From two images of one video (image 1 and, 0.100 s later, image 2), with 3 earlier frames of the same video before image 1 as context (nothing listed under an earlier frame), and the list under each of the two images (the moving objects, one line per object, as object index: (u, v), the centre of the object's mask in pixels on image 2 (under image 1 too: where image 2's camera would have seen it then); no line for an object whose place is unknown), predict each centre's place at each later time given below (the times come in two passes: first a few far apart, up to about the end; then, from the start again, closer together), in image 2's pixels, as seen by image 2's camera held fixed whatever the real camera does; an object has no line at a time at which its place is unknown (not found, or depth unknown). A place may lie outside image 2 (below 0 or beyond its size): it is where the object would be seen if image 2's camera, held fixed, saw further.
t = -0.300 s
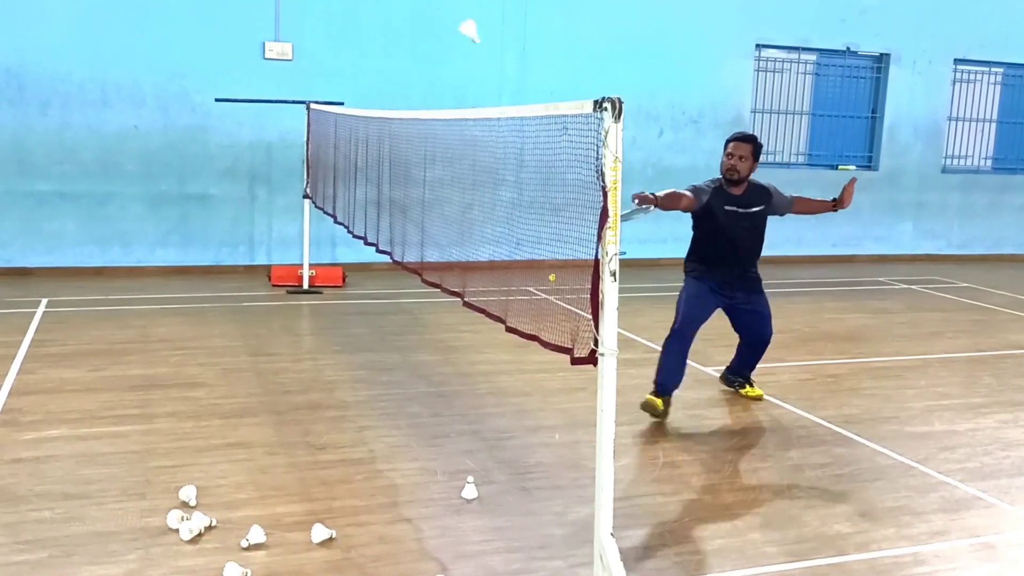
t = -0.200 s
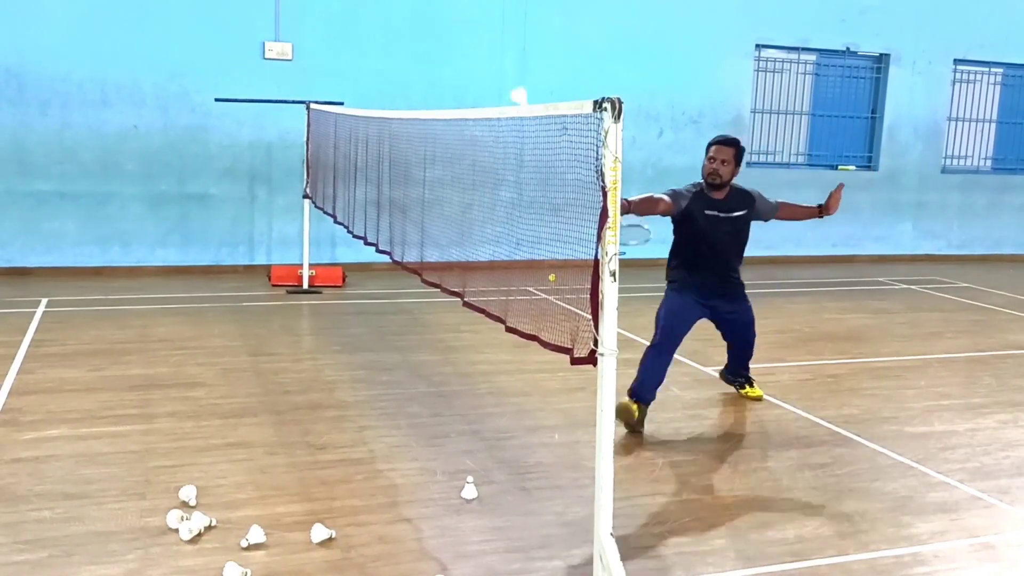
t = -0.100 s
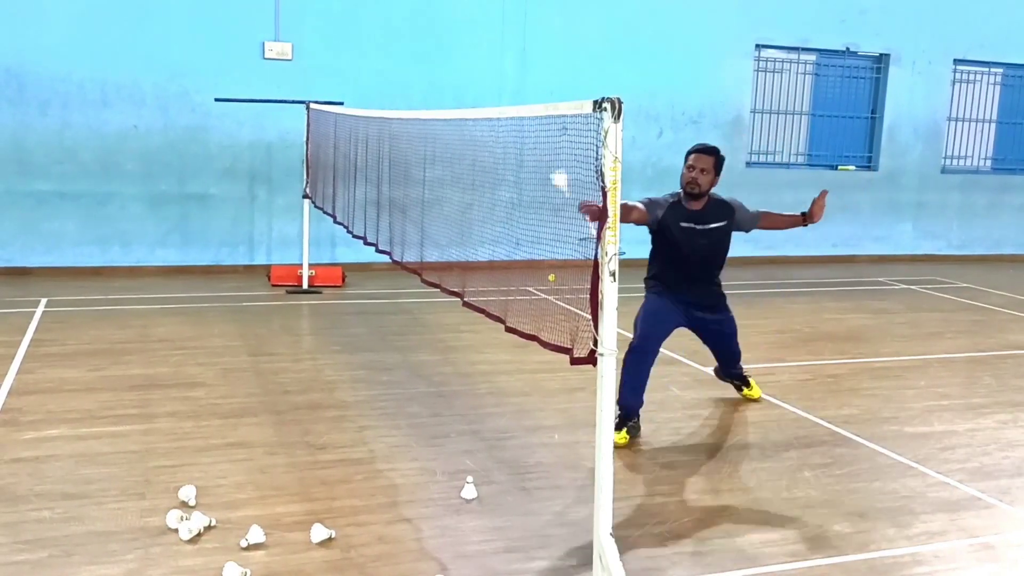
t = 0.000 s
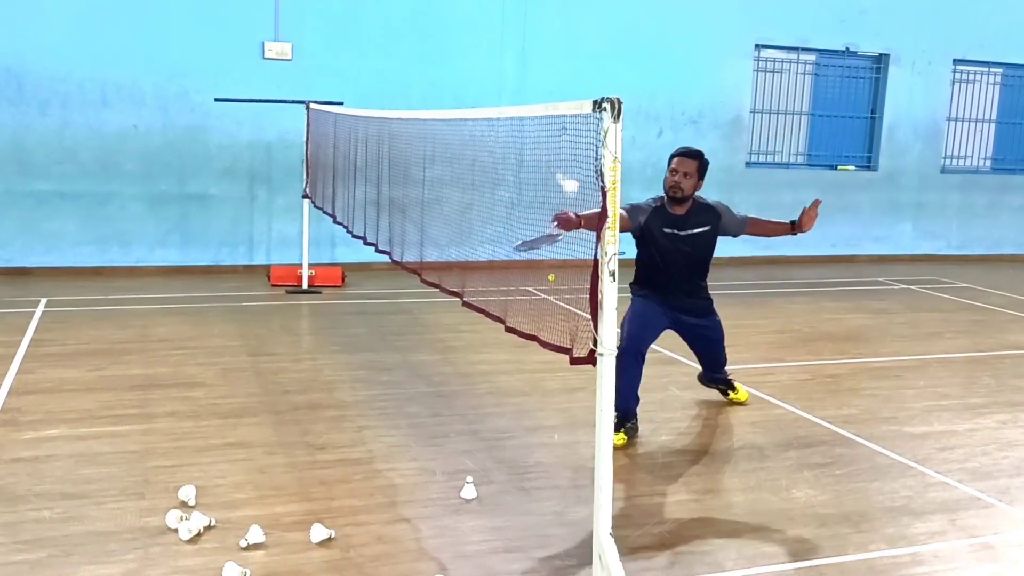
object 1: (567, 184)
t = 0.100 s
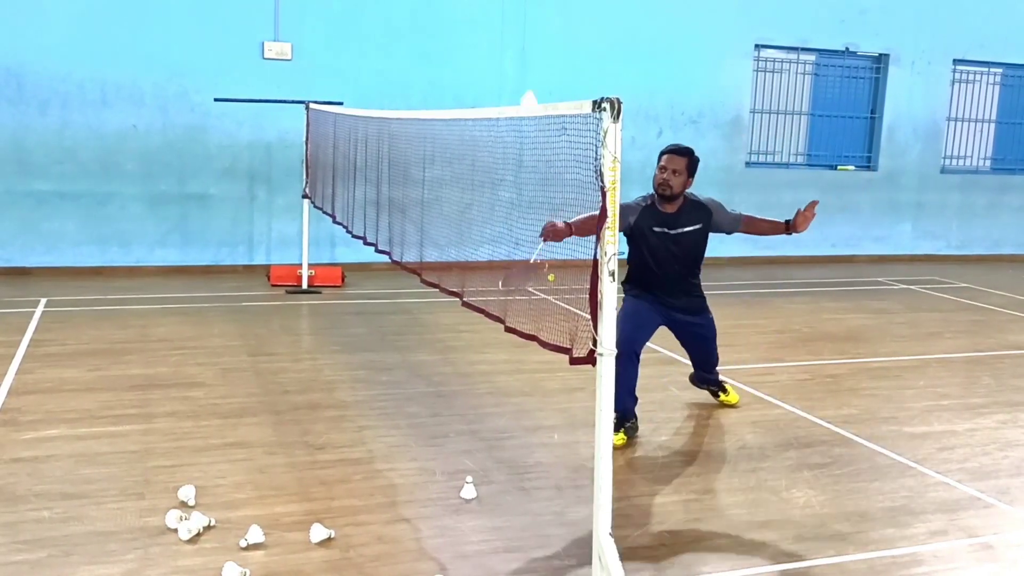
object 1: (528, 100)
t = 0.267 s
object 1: (496, 43)
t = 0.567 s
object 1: (410, 98)
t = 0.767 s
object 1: (347, 279)
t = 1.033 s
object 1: (271, 527)
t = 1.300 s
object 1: (256, 497)
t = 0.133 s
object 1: (525, 81)
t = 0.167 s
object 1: (520, 65)
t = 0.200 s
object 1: (515, 54)
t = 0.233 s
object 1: (507, 48)
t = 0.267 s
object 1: (496, 43)
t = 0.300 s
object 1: (484, 40)
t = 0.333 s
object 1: (472, 38)
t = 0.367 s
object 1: (461, 38)
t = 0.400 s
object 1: (450, 41)
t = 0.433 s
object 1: (440, 45)
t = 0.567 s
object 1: (410, 98)
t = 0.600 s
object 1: (403, 126)
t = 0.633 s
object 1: (393, 153)
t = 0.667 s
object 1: (383, 182)
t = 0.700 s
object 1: (371, 212)
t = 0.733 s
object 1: (359, 244)
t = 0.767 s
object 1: (347, 279)
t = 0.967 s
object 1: (283, 538)
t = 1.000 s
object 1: (276, 542)
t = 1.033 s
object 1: (271, 527)
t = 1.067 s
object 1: (267, 517)
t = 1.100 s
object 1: (266, 509)
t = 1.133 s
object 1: (266, 503)
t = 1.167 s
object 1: (267, 498)
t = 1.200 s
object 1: (267, 494)
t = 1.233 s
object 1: (265, 491)
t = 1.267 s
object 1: (261, 493)
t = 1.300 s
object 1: (256, 497)
